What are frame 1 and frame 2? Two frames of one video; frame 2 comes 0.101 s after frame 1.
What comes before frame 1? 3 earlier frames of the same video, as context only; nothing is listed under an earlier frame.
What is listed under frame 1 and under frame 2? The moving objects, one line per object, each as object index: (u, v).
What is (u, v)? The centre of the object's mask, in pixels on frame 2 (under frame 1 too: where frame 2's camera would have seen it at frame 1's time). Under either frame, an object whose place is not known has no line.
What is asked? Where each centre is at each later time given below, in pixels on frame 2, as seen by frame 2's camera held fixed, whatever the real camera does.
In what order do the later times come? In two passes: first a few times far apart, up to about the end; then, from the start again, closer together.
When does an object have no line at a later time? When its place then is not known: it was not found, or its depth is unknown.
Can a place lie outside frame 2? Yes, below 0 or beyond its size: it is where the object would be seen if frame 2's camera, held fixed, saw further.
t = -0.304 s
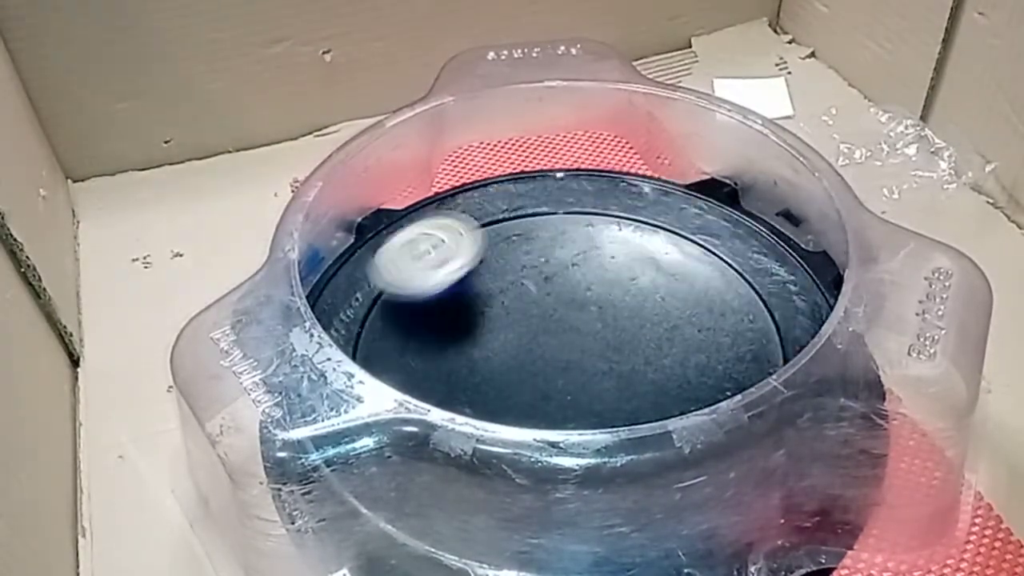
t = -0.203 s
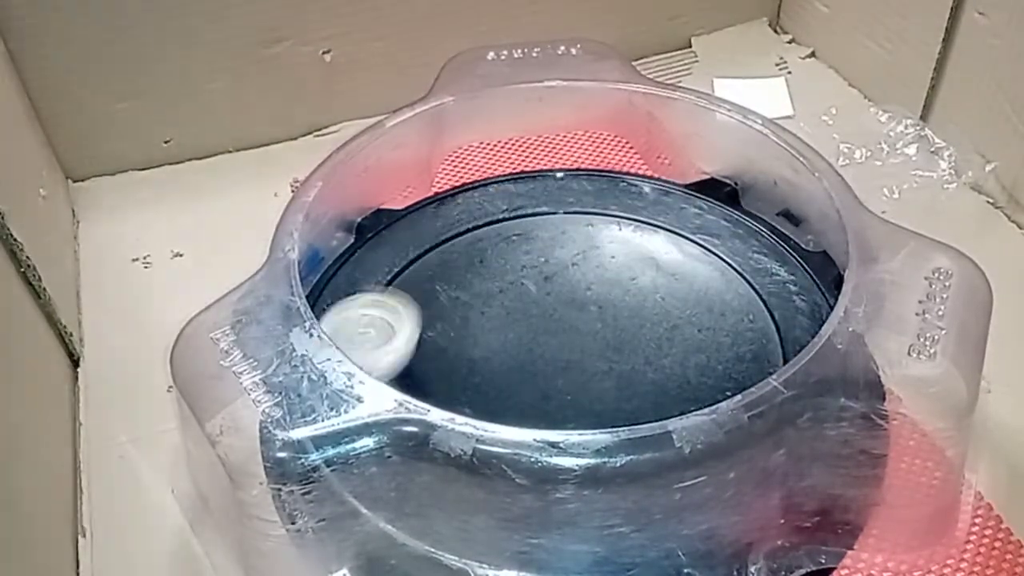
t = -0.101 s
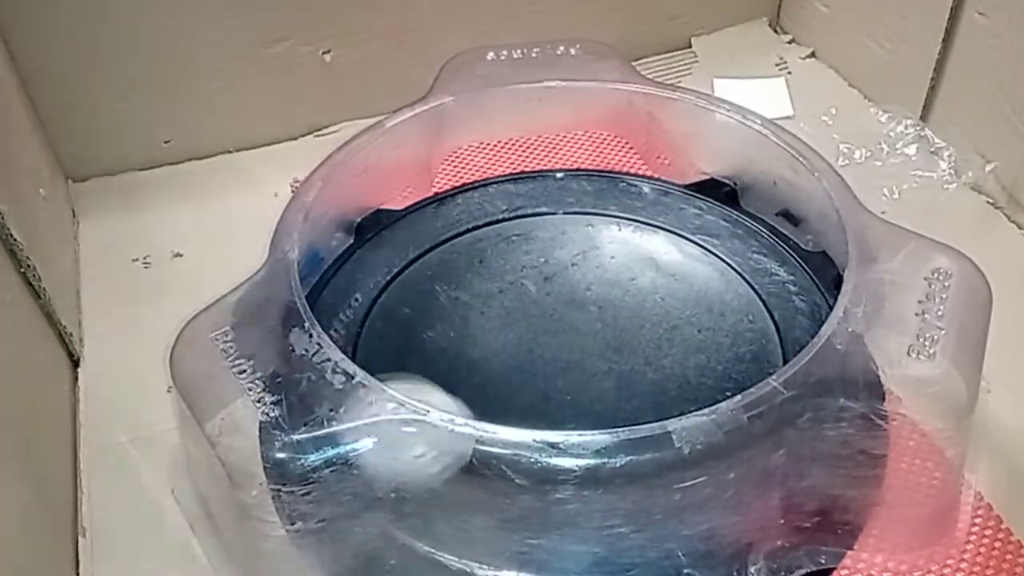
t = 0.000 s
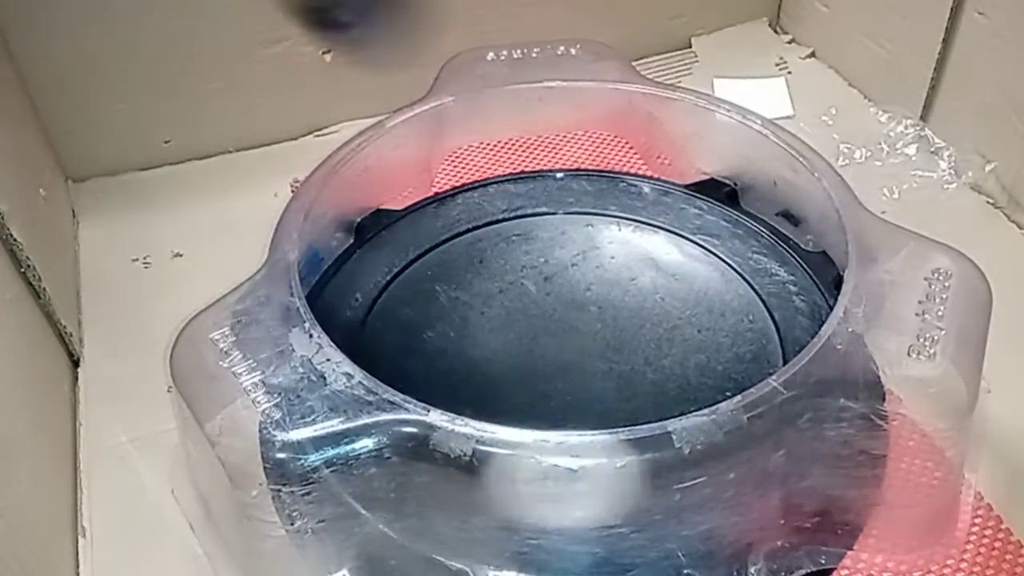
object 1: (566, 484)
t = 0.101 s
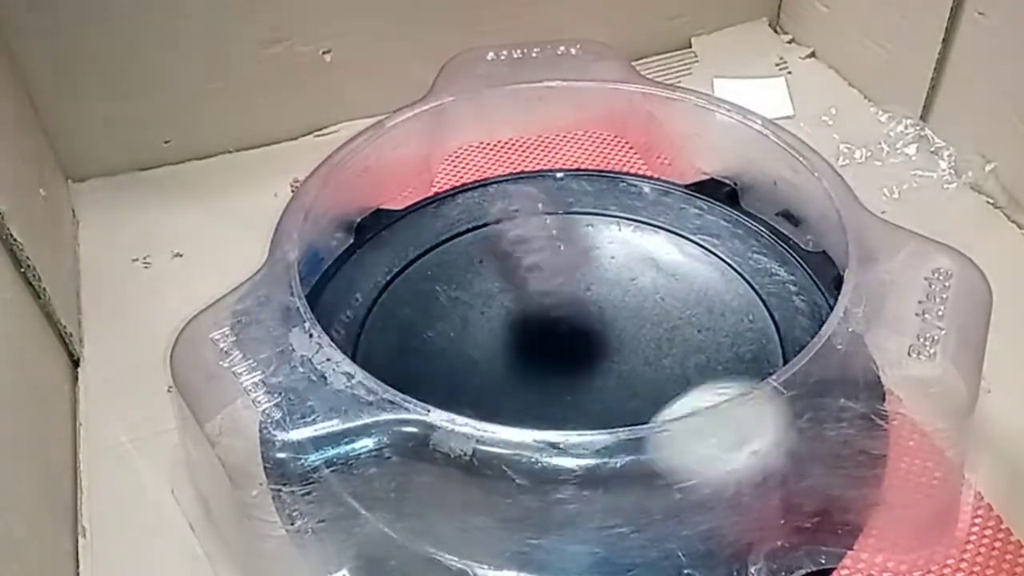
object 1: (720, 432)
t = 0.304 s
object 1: (776, 285)
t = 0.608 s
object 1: (521, 317)
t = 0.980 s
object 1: (723, 452)
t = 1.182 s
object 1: (702, 317)
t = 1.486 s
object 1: (436, 263)
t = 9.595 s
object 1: (614, 337)
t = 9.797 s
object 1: (607, 350)
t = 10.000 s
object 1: (595, 360)
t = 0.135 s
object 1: (748, 405)
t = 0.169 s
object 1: (766, 376)
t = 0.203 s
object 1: (772, 344)
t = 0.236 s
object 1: (770, 316)
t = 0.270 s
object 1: (776, 297)
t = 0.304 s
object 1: (776, 285)
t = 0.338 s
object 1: (773, 286)
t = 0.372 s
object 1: (753, 283)
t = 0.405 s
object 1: (728, 283)
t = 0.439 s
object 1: (688, 277)
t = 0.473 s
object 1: (654, 276)
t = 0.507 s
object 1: (616, 282)
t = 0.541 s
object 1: (577, 285)
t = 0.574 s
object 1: (540, 293)
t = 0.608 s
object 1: (521, 317)
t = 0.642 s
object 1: (509, 344)
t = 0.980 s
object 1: (723, 452)
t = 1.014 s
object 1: (739, 427)
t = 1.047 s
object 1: (745, 406)
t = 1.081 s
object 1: (745, 383)
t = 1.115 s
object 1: (730, 356)
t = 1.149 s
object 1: (722, 340)
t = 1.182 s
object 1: (702, 317)
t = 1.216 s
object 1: (674, 295)
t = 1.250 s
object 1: (645, 281)
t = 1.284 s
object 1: (612, 266)
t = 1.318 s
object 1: (577, 258)
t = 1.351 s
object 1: (546, 250)
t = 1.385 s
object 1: (515, 249)
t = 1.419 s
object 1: (485, 250)
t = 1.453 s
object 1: (458, 255)
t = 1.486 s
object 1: (436, 263)
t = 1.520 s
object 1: (416, 272)
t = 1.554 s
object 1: (401, 283)
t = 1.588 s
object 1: (388, 297)
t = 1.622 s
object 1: (379, 311)
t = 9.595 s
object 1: (614, 337)
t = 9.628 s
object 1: (613, 339)
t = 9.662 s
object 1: (612, 341)
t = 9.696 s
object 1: (611, 343)
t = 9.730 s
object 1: (610, 345)
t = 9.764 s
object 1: (608, 347)
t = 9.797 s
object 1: (607, 350)
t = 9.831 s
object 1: (605, 352)
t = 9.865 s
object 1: (603, 354)
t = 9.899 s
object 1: (601, 355)
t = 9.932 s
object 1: (599, 357)
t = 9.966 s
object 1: (597, 359)
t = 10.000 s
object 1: (595, 360)
